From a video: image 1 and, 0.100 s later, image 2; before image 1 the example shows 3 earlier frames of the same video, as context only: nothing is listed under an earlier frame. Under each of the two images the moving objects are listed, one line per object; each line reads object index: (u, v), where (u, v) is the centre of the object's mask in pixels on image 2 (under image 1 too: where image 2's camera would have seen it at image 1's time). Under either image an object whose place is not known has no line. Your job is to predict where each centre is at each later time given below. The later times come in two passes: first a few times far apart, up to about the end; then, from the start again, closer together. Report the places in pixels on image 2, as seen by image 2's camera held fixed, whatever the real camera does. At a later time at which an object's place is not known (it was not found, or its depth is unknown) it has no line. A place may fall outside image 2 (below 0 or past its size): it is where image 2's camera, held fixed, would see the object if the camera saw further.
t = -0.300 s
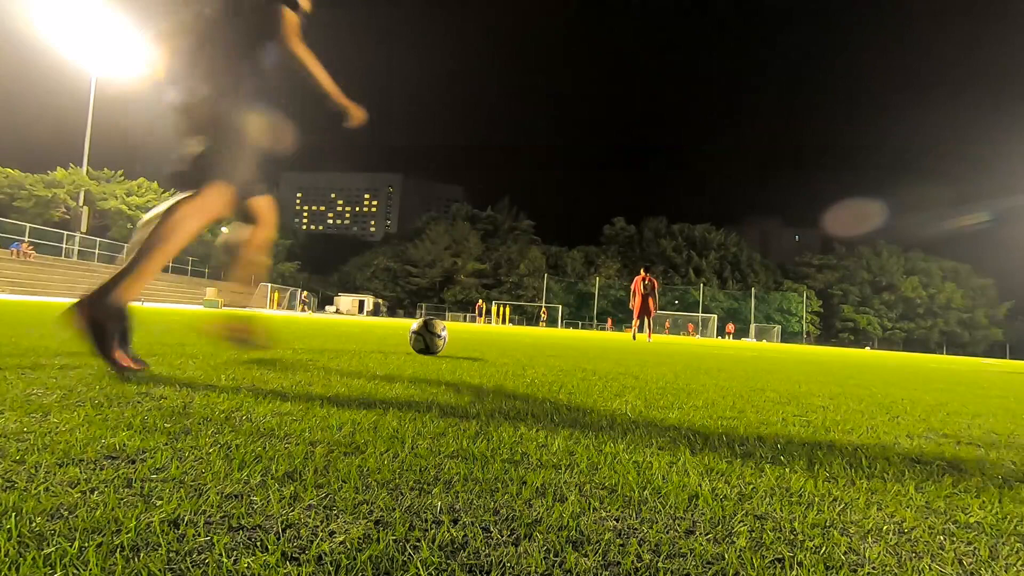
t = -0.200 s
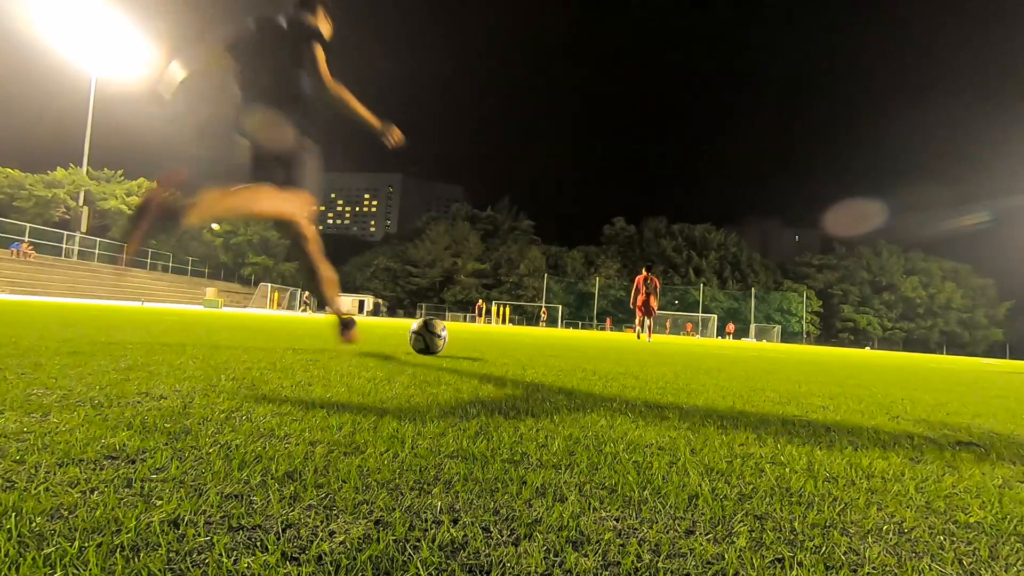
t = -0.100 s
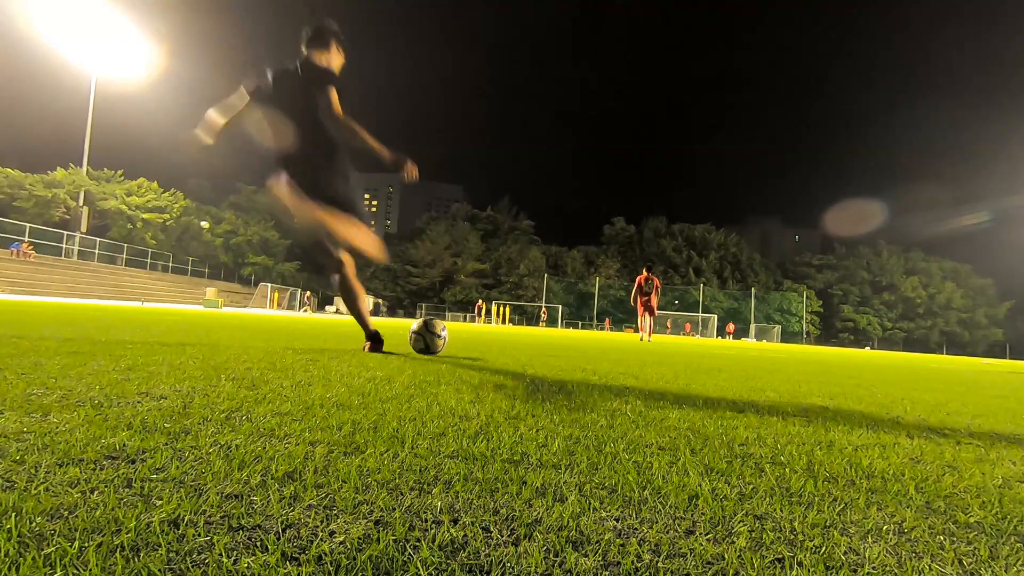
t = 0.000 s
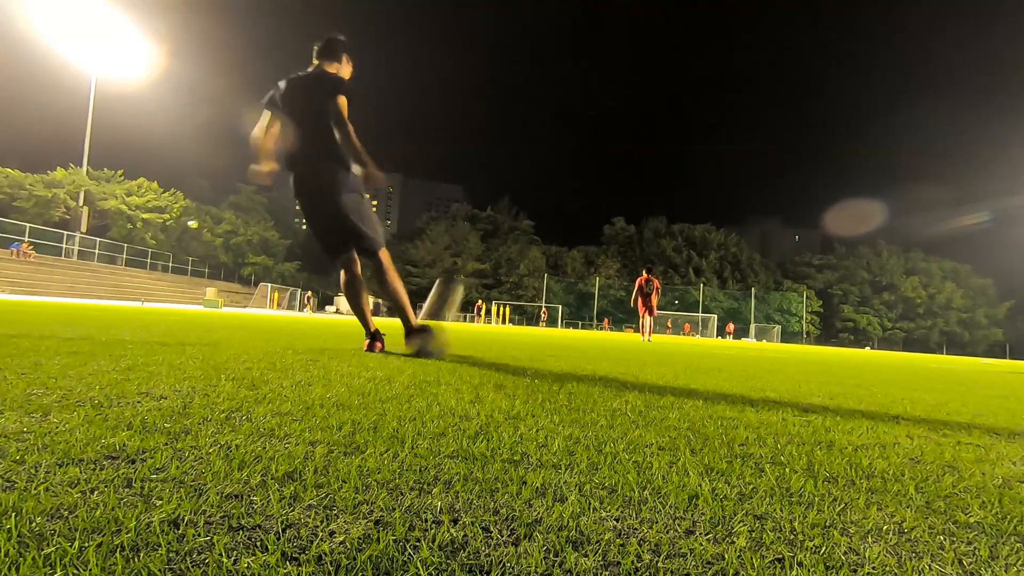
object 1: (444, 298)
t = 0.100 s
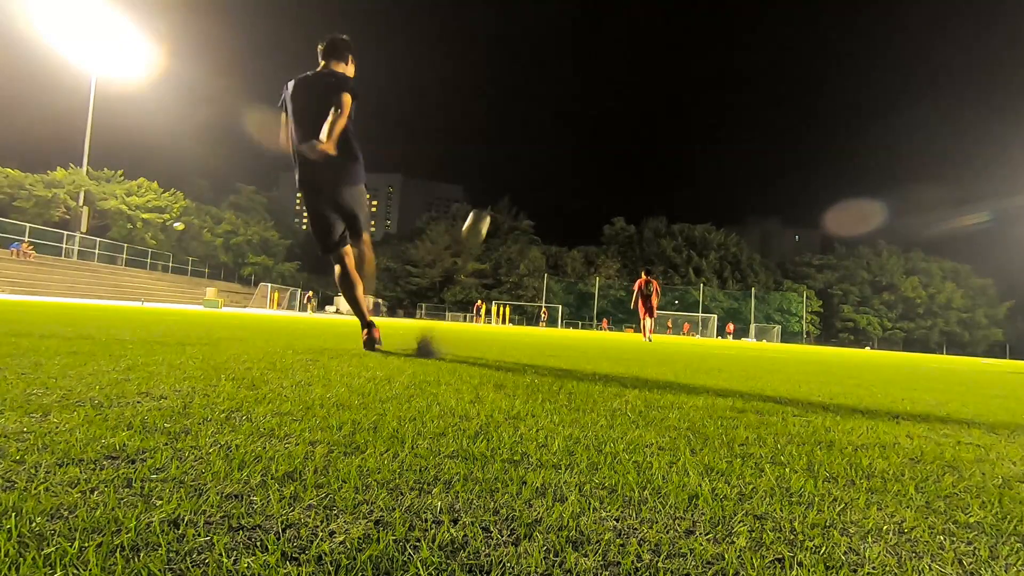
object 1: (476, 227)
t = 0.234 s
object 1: (496, 183)
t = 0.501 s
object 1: (509, 160)
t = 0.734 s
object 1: (512, 163)
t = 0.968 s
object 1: (511, 175)
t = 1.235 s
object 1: (508, 196)
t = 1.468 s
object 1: (505, 219)
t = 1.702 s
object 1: (502, 245)
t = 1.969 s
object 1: (498, 276)
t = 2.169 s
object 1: (495, 301)
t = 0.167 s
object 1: (488, 200)
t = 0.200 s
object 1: (492, 191)
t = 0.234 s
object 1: (496, 183)
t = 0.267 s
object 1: (498, 177)
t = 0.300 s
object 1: (501, 172)
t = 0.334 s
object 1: (503, 168)
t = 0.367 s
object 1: (505, 166)
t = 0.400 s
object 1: (506, 163)
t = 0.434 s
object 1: (507, 162)
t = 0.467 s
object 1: (508, 160)
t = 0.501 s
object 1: (509, 160)
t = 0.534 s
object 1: (510, 159)
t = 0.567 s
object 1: (510, 159)
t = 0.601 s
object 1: (511, 159)
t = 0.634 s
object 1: (511, 160)
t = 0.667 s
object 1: (511, 161)
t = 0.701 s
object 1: (511, 162)
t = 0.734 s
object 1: (512, 163)
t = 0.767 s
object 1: (511, 164)
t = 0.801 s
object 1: (512, 166)
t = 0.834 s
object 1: (511, 167)
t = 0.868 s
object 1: (511, 169)
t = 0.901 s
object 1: (511, 171)
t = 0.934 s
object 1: (511, 173)
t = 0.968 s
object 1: (511, 175)
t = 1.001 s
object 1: (510, 178)
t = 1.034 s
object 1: (510, 180)
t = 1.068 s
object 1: (510, 183)
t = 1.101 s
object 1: (510, 185)
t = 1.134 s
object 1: (509, 188)
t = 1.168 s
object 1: (509, 191)
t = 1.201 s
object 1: (509, 194)
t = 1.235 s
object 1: (508, 196)
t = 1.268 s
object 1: (508, 200)
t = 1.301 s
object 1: (508, 203)
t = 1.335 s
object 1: (507, 206)
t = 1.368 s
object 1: (507, 209)
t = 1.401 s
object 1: (506, 213)
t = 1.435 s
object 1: (506, 216)
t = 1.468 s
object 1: (505, 219)
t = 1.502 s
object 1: (505, 223)
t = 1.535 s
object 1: (505, 226)
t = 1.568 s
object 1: (504, 230)
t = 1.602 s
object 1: (504, 234)
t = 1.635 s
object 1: (503, 237)
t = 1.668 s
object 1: (503, 241)
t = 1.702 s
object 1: (502, 245)
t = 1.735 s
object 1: (502, 249)
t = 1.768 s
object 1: (501, 252)
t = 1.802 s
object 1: (501, 257)
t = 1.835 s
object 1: (500, 261)
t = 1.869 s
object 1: (500, 265)
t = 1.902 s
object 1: (499, 269)
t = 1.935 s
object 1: (499, 273)
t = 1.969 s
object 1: (498, 276)
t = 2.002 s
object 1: (498, 281)
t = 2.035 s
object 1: (497, 285)
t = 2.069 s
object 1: (497, 289)
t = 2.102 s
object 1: (496, 293)
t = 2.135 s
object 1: (496, 297)
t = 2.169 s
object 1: (495, 301)
